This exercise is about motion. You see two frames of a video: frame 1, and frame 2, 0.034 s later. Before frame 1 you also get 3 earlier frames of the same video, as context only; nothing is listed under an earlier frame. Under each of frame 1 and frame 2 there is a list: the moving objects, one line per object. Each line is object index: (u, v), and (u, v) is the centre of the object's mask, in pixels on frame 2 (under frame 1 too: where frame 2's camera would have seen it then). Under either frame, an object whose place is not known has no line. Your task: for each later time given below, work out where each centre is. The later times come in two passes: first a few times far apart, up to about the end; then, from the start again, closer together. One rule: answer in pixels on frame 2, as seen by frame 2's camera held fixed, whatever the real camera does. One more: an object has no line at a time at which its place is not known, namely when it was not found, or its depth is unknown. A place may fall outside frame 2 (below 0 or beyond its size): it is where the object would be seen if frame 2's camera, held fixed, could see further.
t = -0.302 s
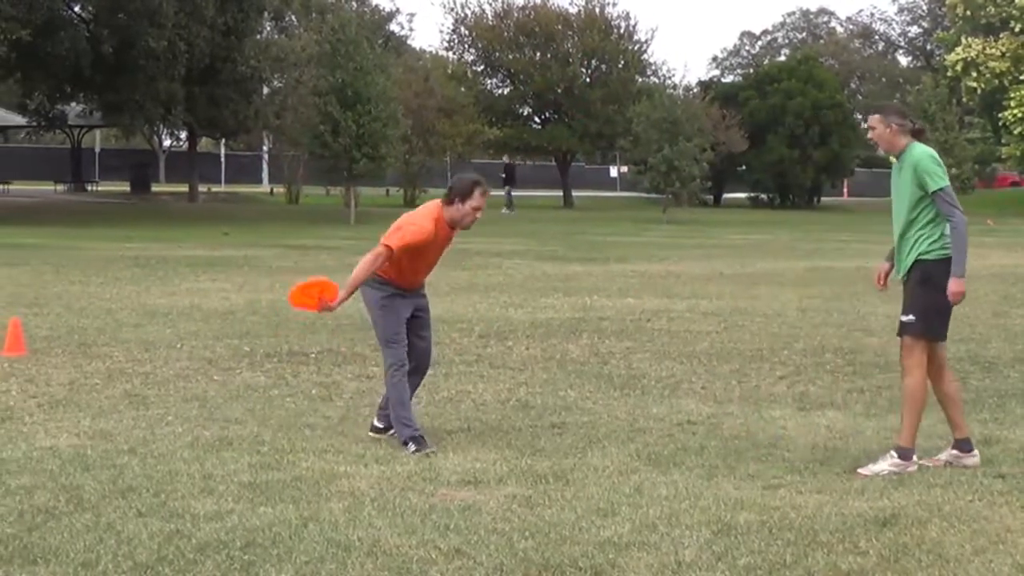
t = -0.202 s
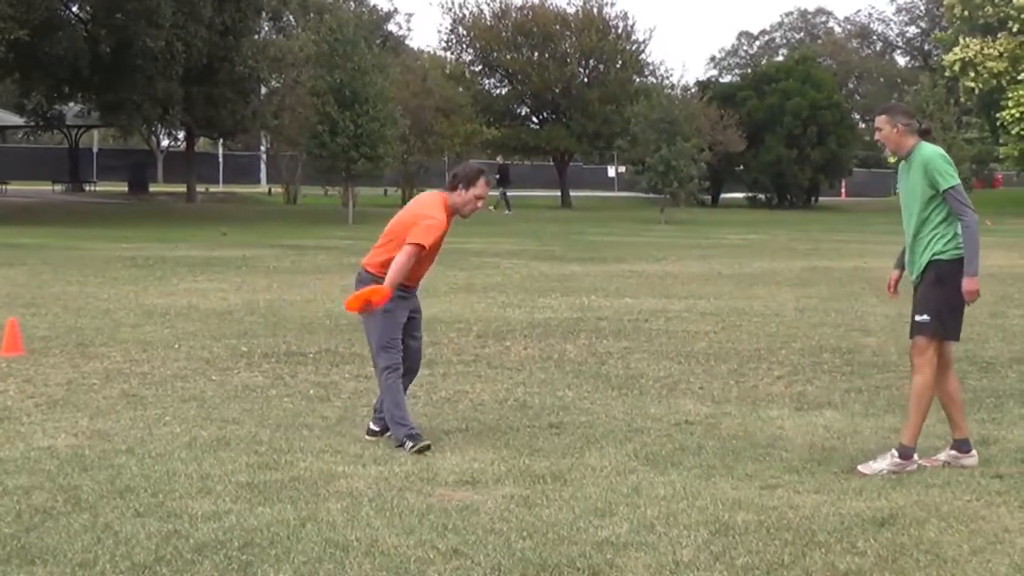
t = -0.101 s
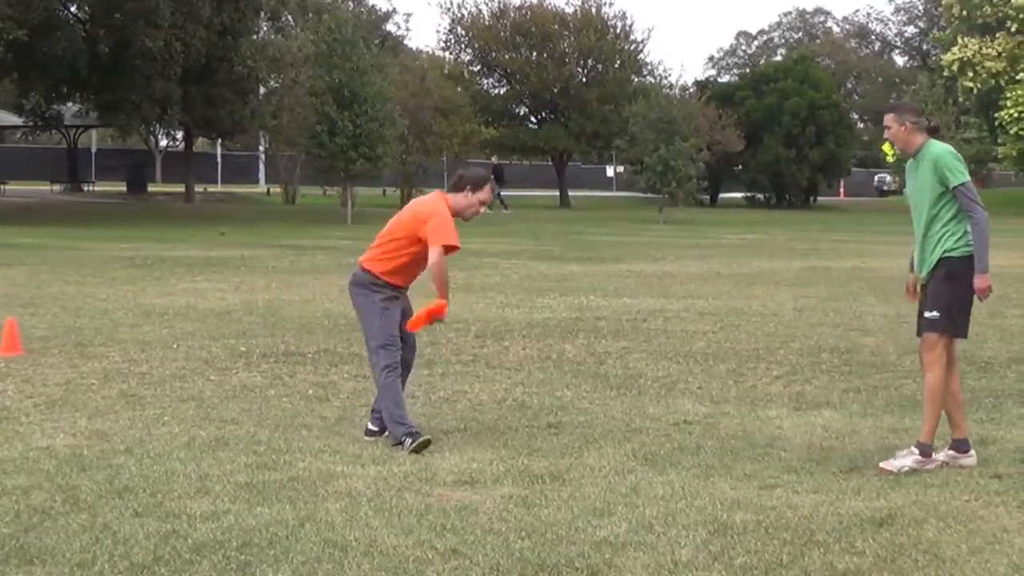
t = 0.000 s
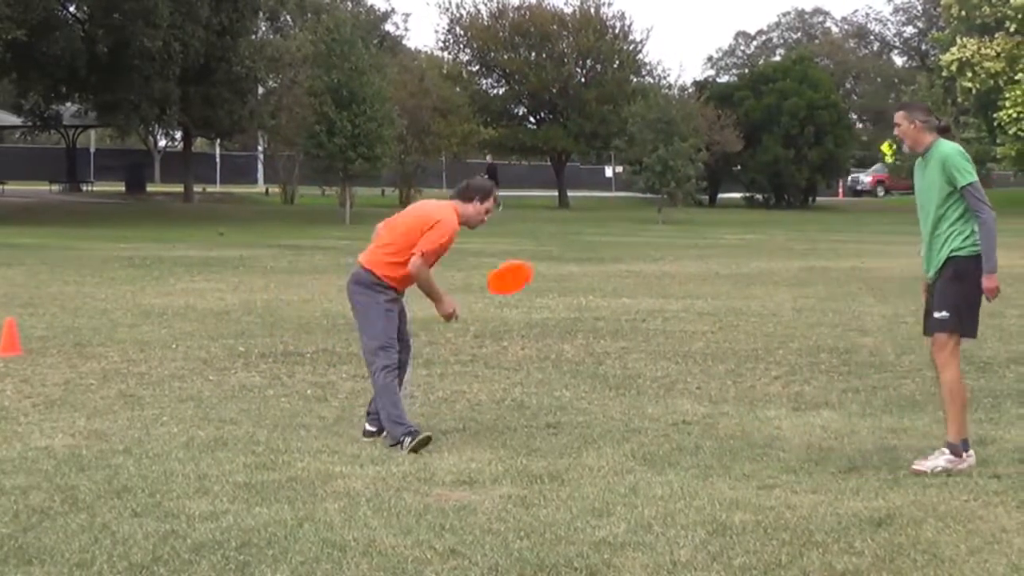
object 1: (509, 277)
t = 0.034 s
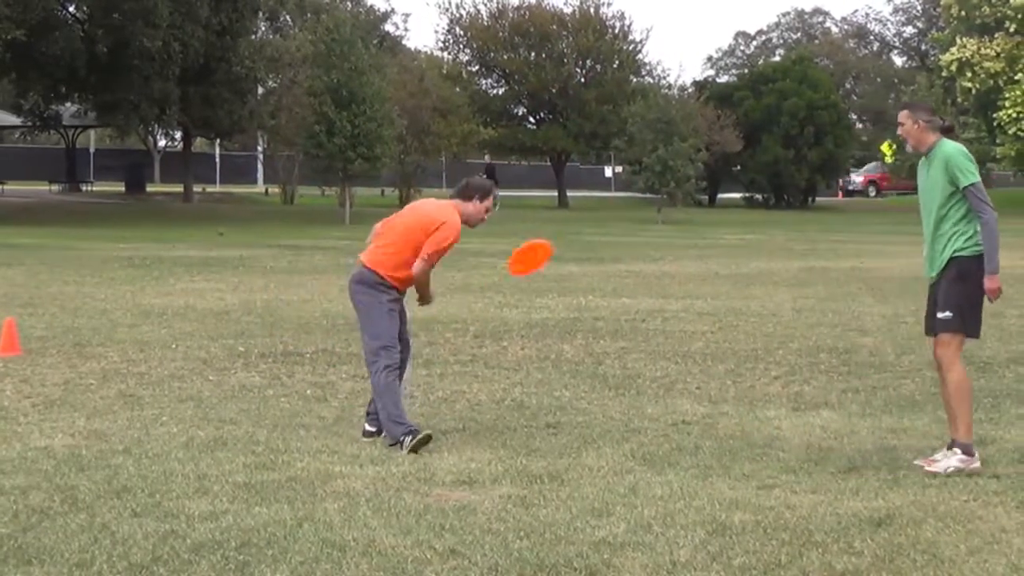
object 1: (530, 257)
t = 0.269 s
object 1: (667, 159)
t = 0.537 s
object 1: (820, 144)
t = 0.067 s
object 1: (550, 237)
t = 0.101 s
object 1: (568, 221)
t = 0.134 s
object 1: (589, 205)
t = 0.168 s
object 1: (608, 191)
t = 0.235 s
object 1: (648, 168)
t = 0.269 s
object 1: (667, 159)
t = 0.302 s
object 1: (687, 151)
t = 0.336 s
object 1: (705, 146)
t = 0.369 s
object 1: (725, 141)
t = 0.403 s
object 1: (744, 138)
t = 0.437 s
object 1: (763, 137)
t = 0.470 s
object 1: (782, 138)
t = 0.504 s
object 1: (801, 140)
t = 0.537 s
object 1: (820, 144)
